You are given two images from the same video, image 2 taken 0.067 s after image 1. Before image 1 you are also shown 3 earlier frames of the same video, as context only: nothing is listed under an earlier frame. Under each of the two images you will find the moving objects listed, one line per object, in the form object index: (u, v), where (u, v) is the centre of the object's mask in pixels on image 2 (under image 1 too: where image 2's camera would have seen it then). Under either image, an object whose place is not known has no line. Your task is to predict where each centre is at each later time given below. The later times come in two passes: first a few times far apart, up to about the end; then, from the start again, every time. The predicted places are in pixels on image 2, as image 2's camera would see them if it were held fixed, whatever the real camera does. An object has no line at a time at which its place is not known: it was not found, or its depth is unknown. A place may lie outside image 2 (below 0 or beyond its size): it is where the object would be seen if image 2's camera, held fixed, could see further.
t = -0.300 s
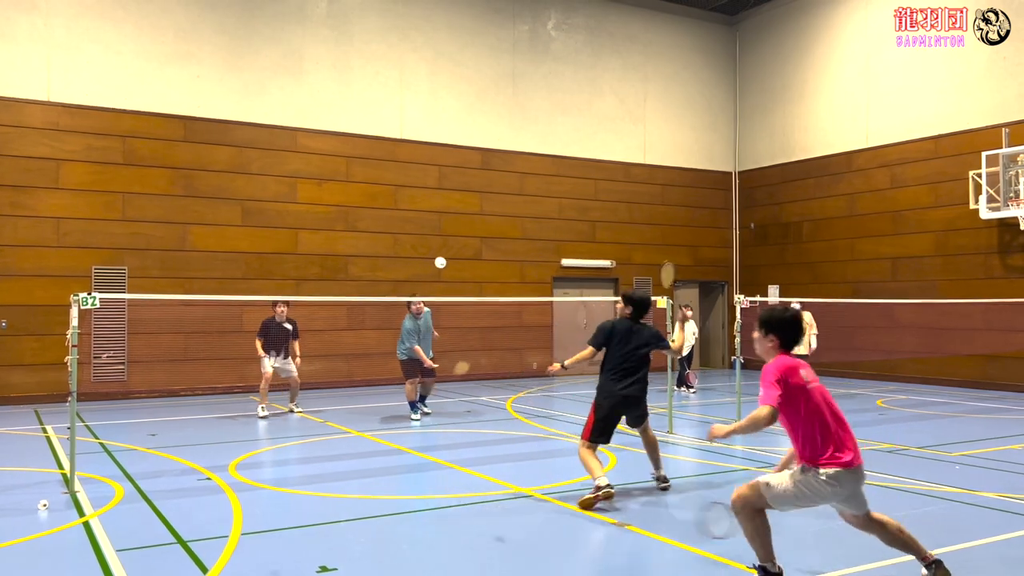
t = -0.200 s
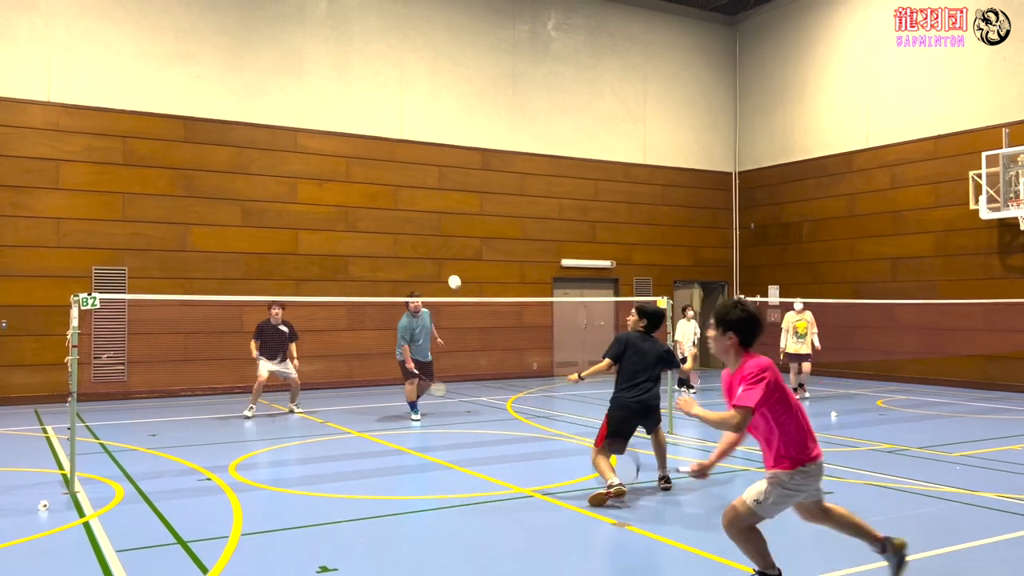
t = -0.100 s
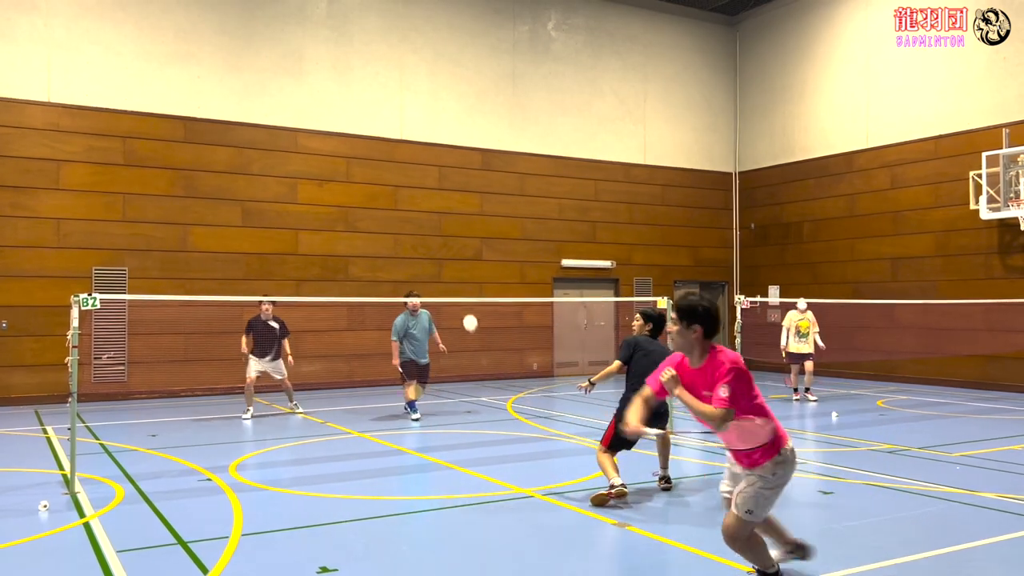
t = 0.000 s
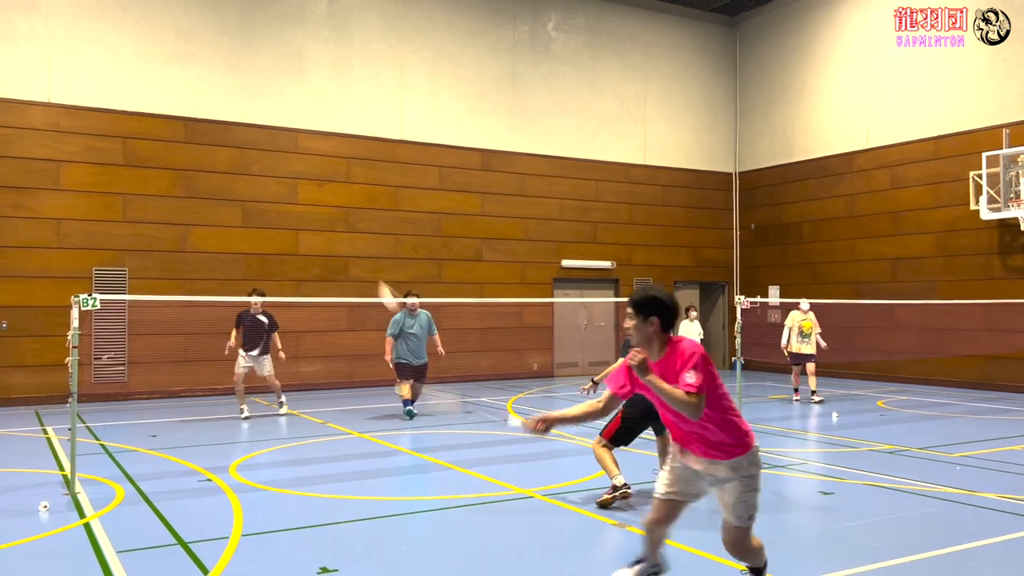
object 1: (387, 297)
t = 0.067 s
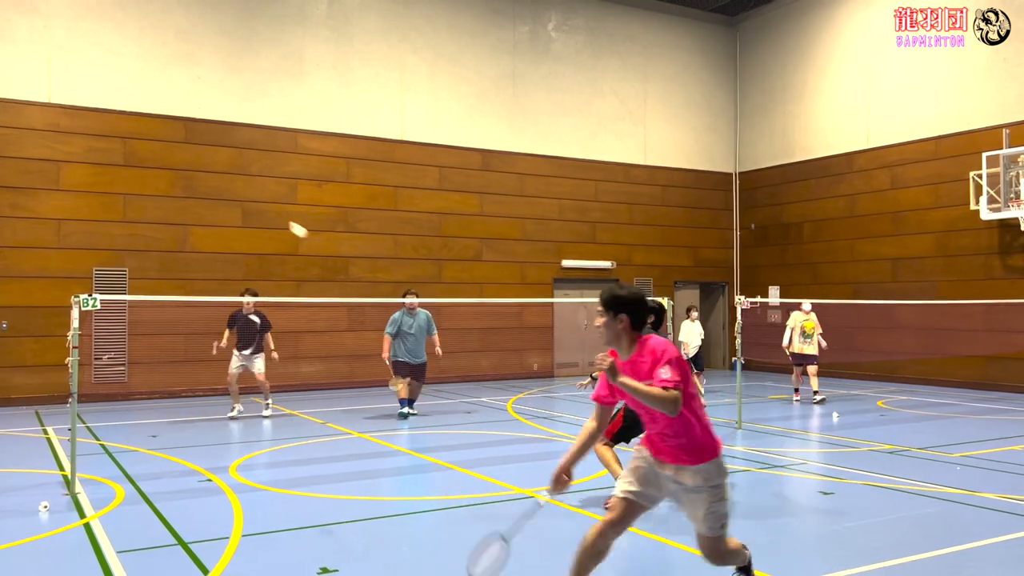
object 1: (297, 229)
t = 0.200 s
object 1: (216, 184)
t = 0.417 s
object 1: (161, 185)
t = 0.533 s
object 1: (145, 201)
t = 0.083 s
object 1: (281, 219)
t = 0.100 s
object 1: (268, 210)
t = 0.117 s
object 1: (256, 203)
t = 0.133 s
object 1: (246, 197)
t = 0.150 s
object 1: (238, 193)
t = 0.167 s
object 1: (230, 189)
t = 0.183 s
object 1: (223, 186)
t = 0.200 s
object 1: (216, 184)
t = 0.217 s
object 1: (210, 182)
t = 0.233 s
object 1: (204, 181)
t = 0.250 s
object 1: (198, 179)
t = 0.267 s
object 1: (193, 178)
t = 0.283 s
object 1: (189, 178)
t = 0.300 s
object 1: (184, 178)
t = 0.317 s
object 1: (181, 178)
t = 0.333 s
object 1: (177, 179)
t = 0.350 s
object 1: (173, 179)
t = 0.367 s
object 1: (170, 180)
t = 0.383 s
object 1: (167, 182)
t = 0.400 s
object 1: (164, 183)
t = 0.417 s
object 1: (161, 185)
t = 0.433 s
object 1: (159, 187)
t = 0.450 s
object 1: (156, 189)
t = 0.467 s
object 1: (154, 191)
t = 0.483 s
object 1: (151, 193)
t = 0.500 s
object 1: (149, 196)
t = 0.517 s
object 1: (147, 198)
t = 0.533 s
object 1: (145, 201)
